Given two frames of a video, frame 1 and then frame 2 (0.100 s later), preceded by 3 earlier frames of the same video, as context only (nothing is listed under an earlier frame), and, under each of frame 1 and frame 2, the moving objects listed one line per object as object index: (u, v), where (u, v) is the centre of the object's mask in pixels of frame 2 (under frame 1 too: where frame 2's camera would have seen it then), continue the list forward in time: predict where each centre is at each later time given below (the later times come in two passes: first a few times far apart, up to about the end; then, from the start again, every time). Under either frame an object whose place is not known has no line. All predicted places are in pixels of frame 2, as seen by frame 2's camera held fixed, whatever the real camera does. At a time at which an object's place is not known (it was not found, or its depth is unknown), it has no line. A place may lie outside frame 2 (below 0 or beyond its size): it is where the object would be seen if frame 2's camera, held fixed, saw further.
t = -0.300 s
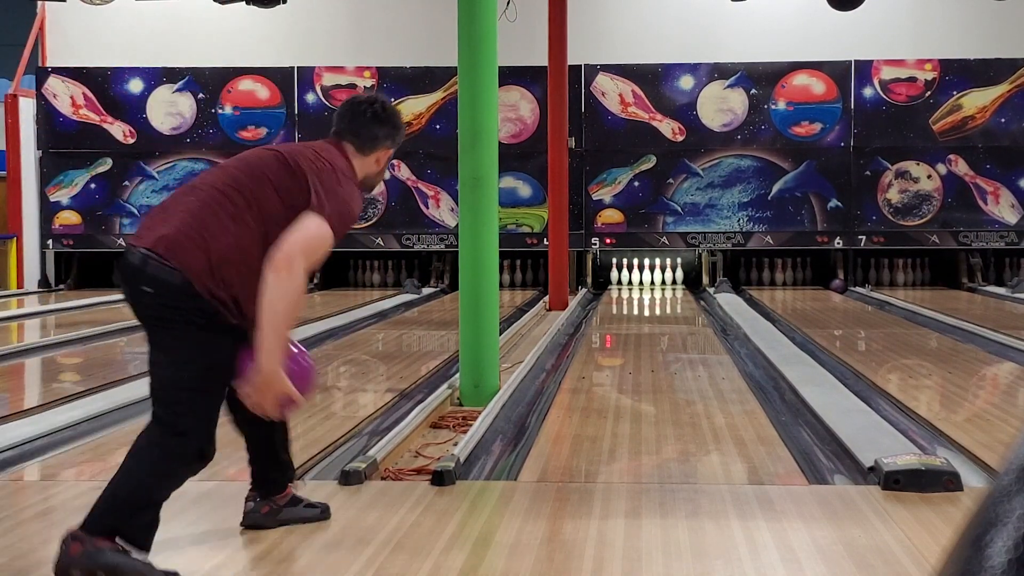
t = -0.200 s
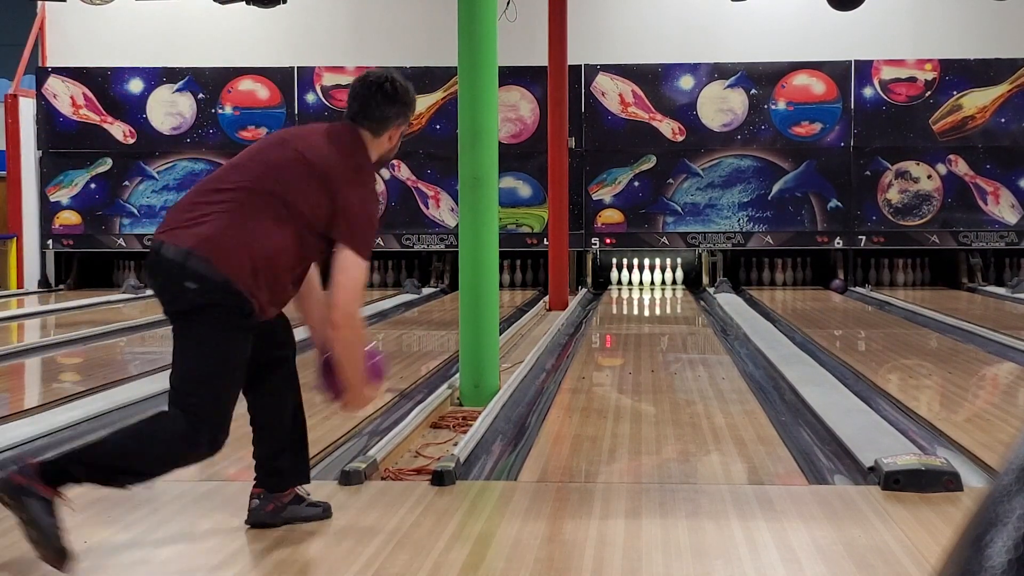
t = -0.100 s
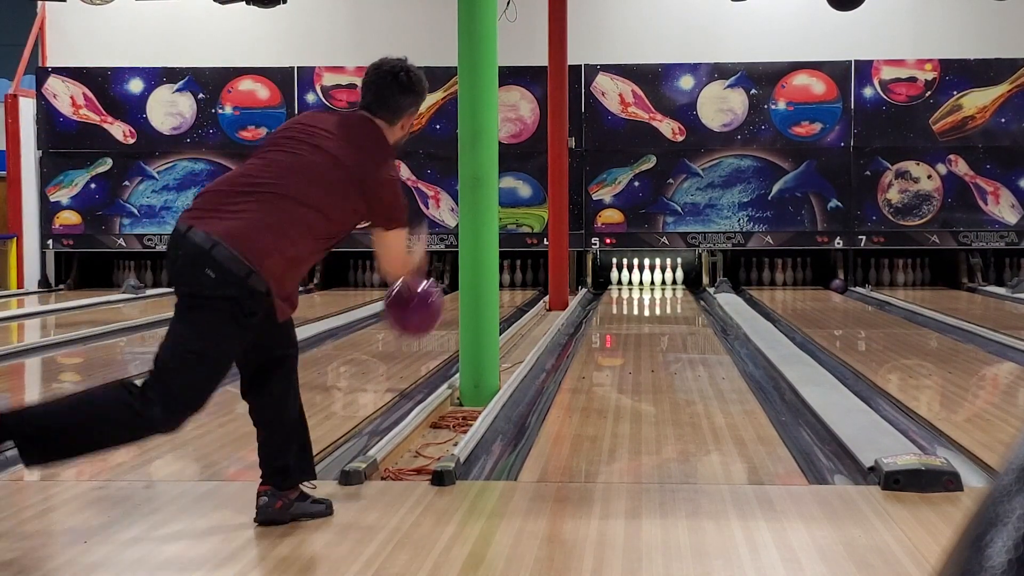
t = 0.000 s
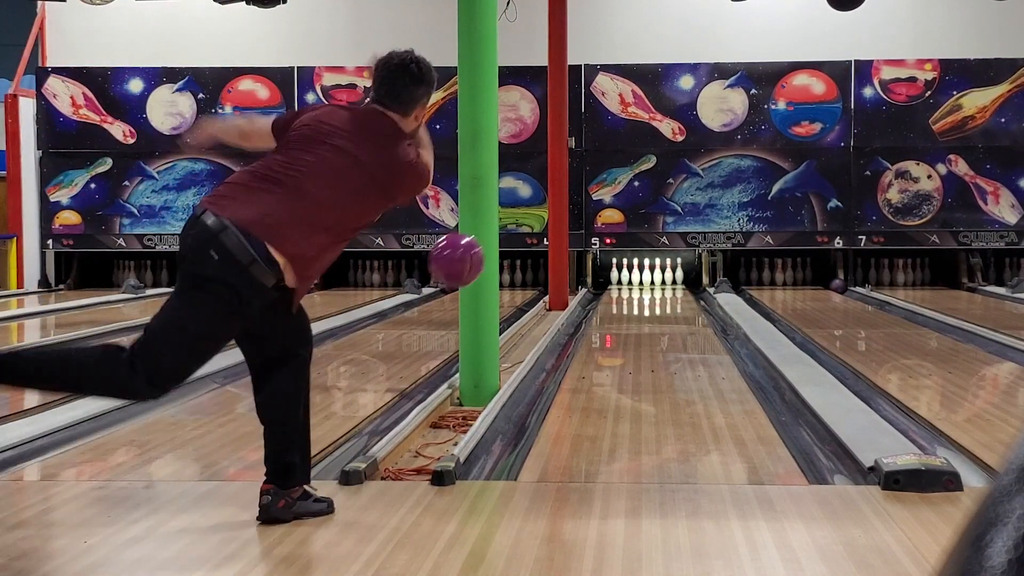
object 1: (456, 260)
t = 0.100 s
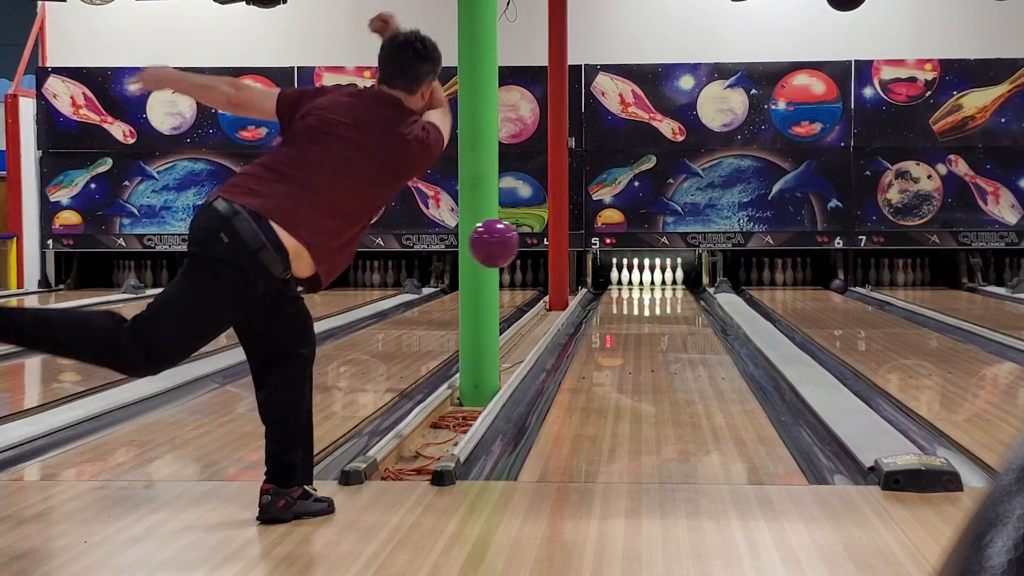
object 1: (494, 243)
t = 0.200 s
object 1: (524, 250)
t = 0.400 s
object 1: (572, 314)
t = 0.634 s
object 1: (611, 338)
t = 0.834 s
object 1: (633, 336)
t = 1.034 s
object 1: (651, 325)
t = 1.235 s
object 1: (663, 315)
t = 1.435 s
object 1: (671, 307)
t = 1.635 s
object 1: (675, 301)
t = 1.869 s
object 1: (675, 294)
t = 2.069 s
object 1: (671, 290)
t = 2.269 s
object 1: (662, 286)
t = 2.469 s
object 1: (656, 282)
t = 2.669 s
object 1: (648, 280)
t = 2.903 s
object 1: (646, 277)
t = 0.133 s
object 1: (505, 244)
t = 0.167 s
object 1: (515, 246)
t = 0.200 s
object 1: (524, 250)
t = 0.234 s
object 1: (533, 256)
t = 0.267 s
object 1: (541, 265)
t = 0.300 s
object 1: (550, 274)
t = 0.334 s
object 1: (558, 286)
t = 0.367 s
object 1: (565, 299)
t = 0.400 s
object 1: (572, 314)
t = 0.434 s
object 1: (579, 330)
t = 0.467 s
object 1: (586, 347)
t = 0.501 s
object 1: (592, 361)
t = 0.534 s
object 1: (597, 351)
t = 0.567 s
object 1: (602, 346)
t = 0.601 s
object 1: (606, 341)
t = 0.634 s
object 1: (611, 338)
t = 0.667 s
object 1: (615, 337)
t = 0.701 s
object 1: (617, 338)
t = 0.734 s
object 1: (621, 339)
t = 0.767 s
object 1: (626, 340)
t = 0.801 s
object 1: (629, 337)
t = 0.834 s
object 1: (633, 336)
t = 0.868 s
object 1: (636, 334)
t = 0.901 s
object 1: (639, 332)
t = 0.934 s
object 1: (643, 330)
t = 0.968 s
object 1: (645, 328)
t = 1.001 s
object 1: (648, 326)
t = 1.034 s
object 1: (651, 325)
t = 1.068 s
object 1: (653, 323)
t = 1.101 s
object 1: (655, 321)
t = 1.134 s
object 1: (657, 320)
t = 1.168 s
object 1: (659, 318)
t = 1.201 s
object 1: (661, 317)
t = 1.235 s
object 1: (663, 315)
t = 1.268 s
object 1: (664, 314)
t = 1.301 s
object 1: (665, 313)
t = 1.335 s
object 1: (667, 311)
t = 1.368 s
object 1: (668, 310)
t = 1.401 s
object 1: (670, 308)
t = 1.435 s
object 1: (671, 307)
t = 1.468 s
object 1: (672, 306)
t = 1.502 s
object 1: (672, 305)
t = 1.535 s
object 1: (673, 304)
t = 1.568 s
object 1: (674, 303)
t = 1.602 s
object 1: (674, 302)
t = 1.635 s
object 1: (675, 301)
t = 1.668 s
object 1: (675, 300)
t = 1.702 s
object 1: (675, 299)
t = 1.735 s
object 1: (675, 298)
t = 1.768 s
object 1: (676, 297)
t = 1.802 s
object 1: (676, 296)
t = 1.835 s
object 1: (675, 295)
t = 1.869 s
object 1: (675, 294)
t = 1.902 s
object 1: (674, 294)
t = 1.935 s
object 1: (674, 293)
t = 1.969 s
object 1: (673, 292)
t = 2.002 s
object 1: (673, 291)
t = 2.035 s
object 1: (672, 290)
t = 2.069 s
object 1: (671, 290)
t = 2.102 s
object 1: (669, 289)
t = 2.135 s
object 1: (668, 288)
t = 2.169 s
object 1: (667, 287)
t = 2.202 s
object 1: (665, 287)
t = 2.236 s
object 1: (664, 286)
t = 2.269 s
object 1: (662, 286)
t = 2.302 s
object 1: (661, 285)
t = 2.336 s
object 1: (660, 284)
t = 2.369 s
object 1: (659, 284)
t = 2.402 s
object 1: (658, 284)
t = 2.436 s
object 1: (656, 283)
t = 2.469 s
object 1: (656, 282)
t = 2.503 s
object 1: (654, 282)
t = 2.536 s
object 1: (652, 281)
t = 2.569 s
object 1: (652, 281)
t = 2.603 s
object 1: (651, 281)
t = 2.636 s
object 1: (649, 280)
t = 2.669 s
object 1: (648, 280)
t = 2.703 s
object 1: (647, 279)
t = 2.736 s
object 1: (646, 278)
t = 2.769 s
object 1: (646, 279)
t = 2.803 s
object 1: (646, 278)
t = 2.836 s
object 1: (646, 277)
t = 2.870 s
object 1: (646, 277)
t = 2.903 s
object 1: (646, 277)
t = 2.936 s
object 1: (646, 276)
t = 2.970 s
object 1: (646, 276)
